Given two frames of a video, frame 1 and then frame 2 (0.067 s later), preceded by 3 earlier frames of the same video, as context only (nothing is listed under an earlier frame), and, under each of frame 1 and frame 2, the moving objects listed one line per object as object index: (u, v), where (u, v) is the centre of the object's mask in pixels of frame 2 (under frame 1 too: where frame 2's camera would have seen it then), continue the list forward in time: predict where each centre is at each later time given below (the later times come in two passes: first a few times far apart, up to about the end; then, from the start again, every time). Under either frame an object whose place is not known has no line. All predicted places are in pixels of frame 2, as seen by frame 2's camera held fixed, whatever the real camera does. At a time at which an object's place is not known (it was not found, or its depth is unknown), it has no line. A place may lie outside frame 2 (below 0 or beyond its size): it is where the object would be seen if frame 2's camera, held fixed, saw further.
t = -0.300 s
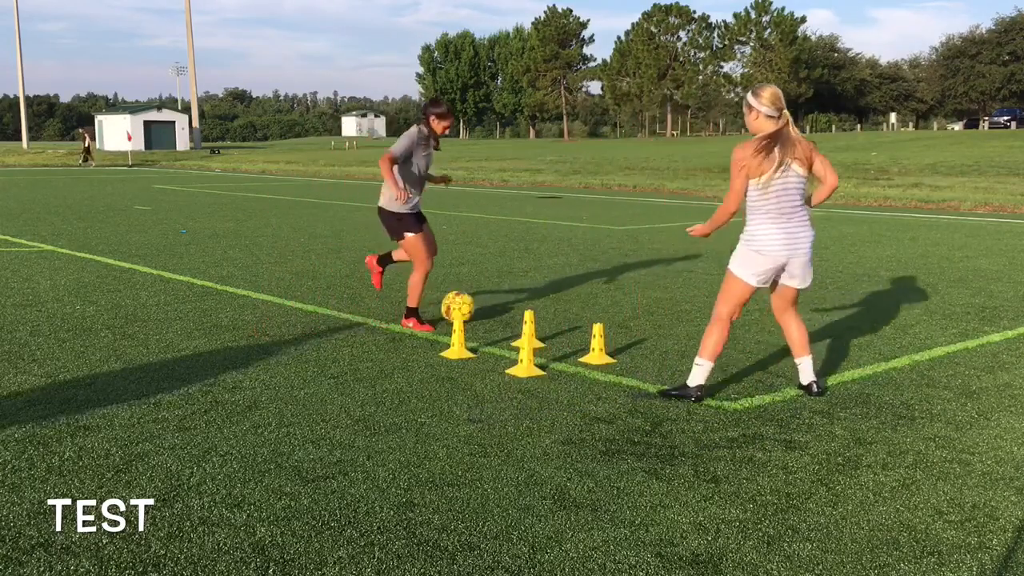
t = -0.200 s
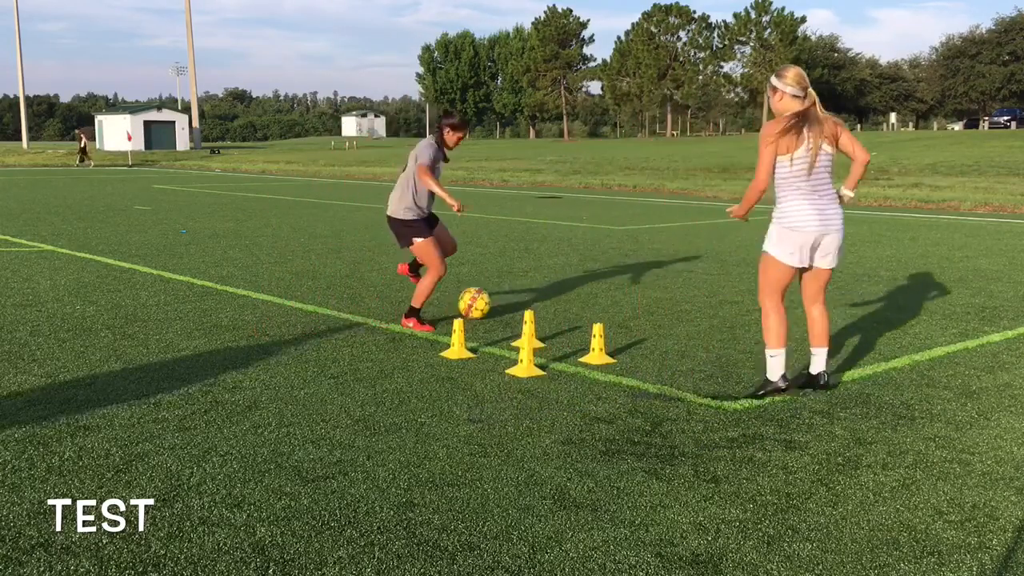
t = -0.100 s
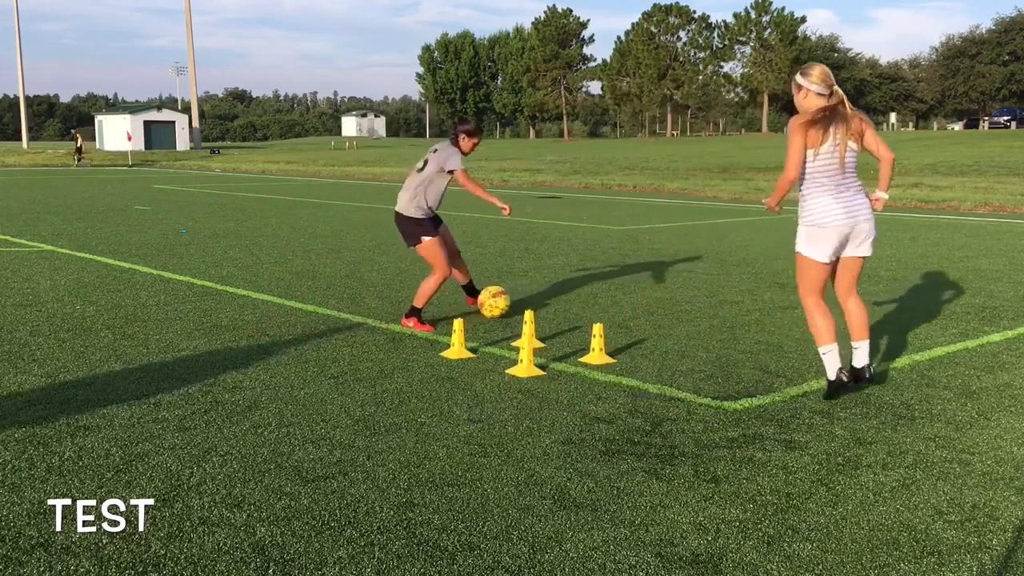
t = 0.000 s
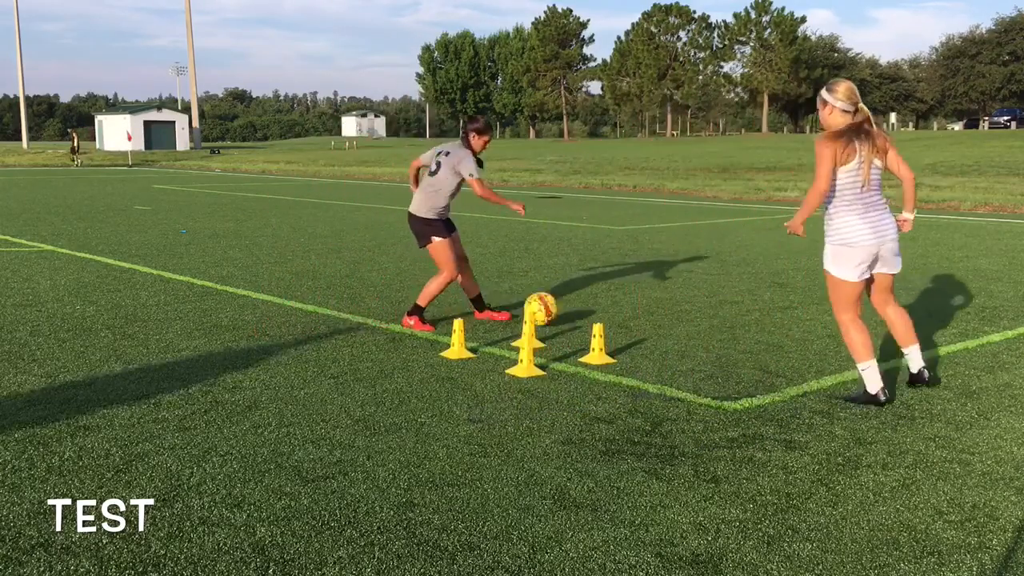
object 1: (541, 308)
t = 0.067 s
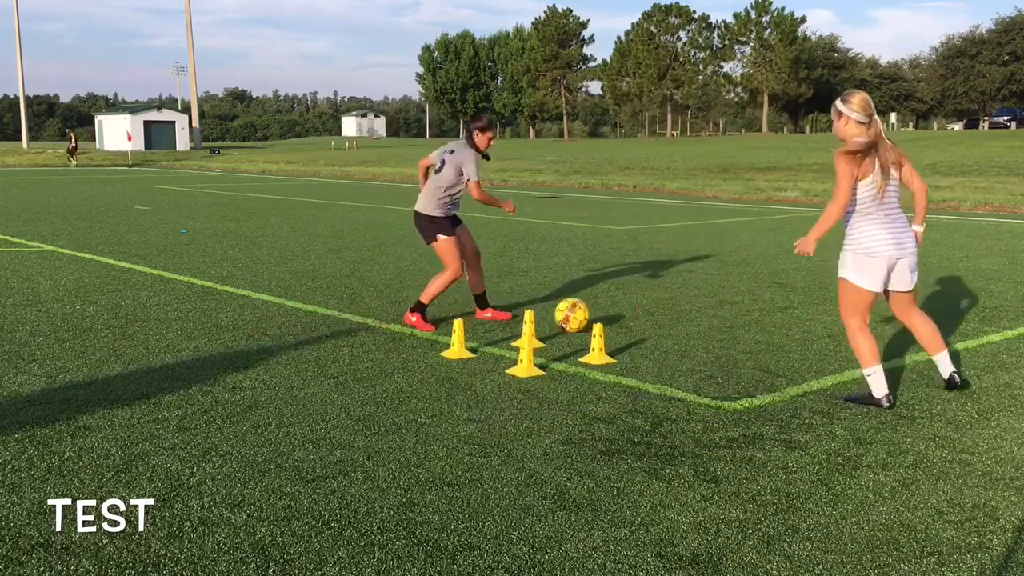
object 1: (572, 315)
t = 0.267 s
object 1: (667, 329)
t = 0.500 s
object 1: (774, 345)
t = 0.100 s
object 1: (586, 318)
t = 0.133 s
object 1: (603, 319)
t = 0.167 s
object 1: (619, 321)
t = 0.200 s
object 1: (635, 325)
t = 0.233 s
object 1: (652, 329)
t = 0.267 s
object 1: (667, 329)
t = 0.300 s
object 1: (683, 331)
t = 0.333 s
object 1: (698, 335)
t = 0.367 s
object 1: (713, 337)
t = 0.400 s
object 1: (728, 338)
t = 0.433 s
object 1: (743, 339)
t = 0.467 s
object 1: (758, 343)
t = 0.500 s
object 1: (774, 345)
